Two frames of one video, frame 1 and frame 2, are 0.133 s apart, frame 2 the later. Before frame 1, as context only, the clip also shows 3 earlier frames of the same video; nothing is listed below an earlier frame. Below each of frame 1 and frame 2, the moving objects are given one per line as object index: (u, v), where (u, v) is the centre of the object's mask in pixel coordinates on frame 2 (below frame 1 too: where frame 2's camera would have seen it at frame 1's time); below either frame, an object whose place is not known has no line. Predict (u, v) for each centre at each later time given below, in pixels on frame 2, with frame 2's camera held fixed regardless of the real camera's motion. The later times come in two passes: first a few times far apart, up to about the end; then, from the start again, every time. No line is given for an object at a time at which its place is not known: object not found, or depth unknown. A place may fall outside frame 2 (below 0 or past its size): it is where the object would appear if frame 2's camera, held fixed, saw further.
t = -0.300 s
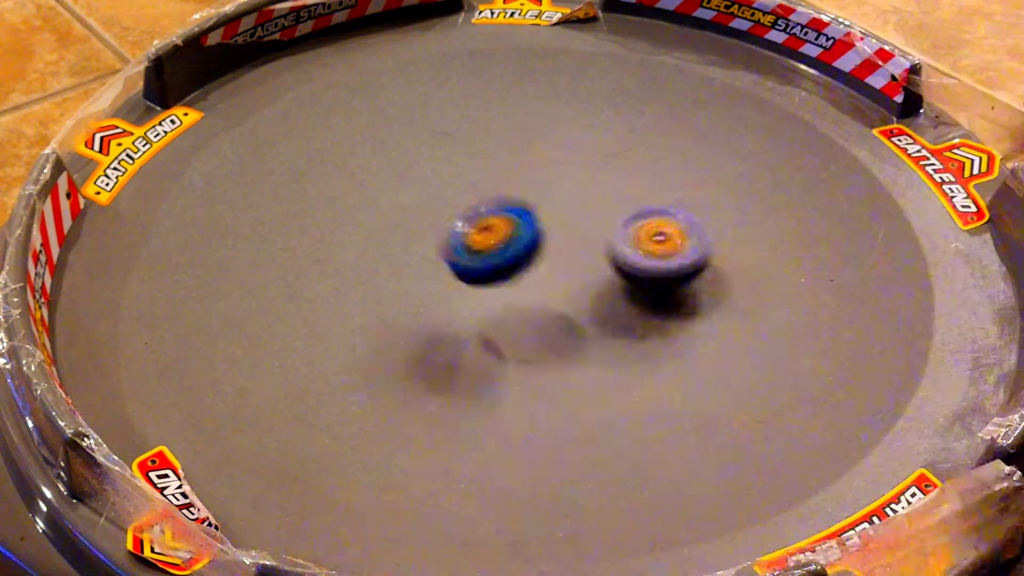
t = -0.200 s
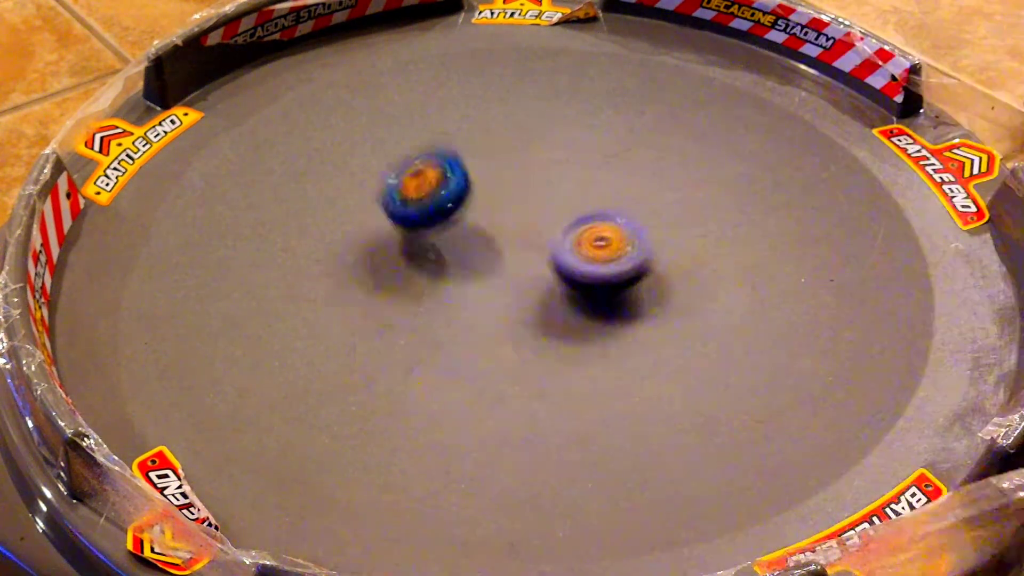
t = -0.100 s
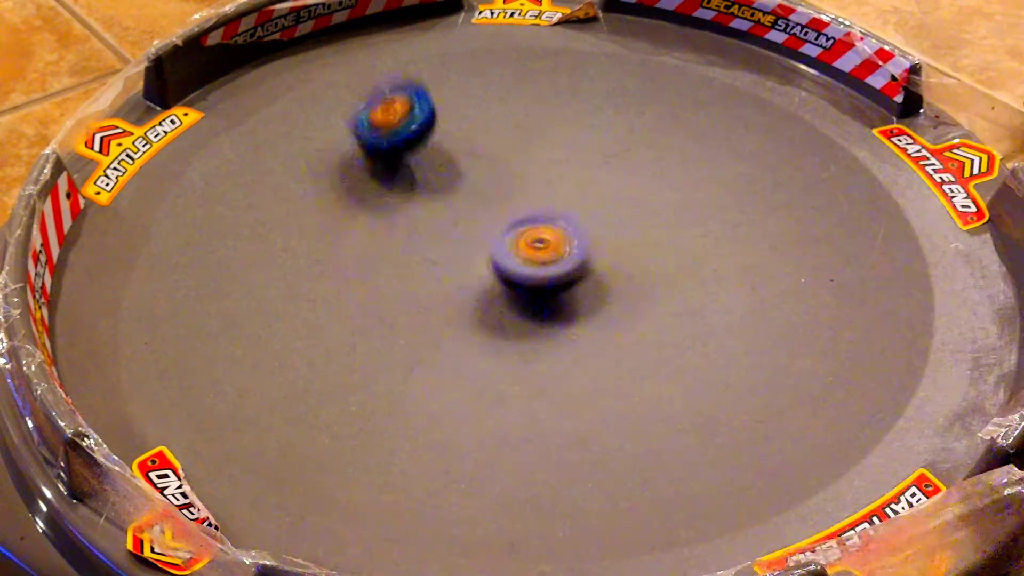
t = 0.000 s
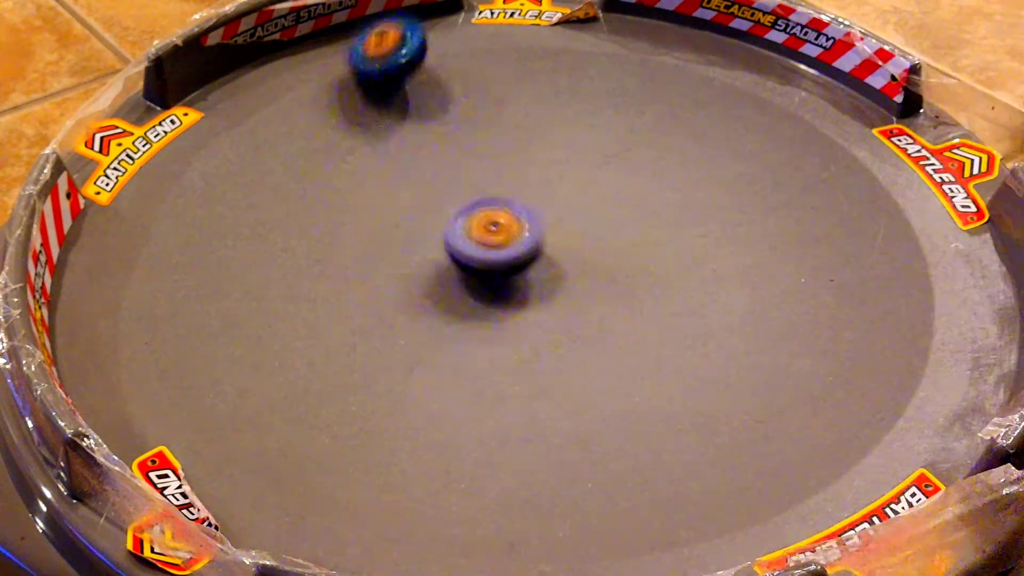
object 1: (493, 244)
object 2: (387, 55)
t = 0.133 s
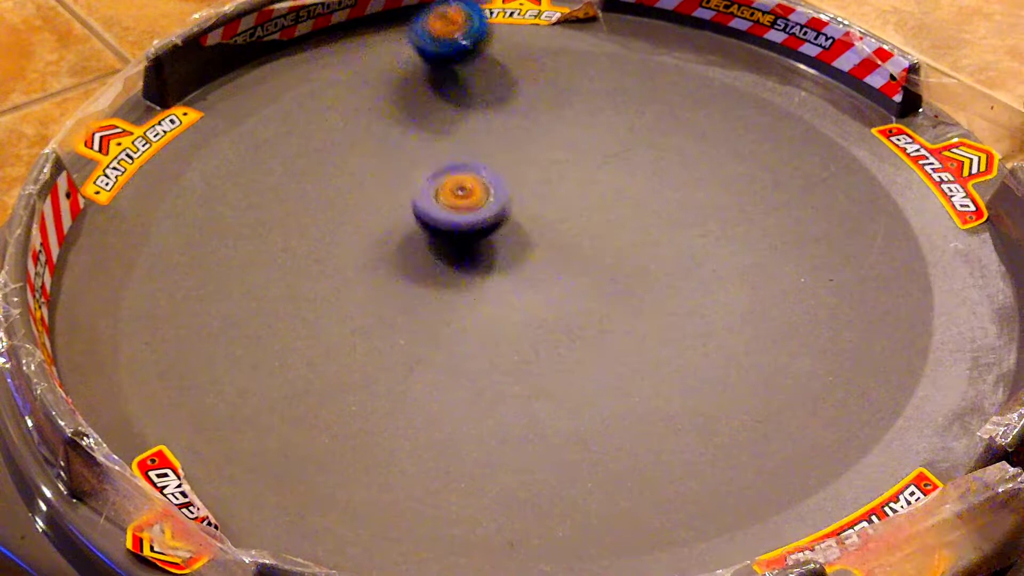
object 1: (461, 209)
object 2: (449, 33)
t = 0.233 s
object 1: (439, 184)
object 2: (537, 95)
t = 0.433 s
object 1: (431, 140)
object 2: (692, 193)
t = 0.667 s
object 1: (496, 131)
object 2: (722, 262)
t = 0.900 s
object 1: (532, 187)
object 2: (582, 263)
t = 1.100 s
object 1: (488, 184)
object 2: (508, 340)
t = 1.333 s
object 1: (444, 165)
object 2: (411, 344)
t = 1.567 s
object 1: (446, 165)
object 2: (365, 328)
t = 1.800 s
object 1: (452, 200)
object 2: (365, 314)
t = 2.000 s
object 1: (459, 237)
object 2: (384, 308)
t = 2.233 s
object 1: (479, 261)
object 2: (404, 317)
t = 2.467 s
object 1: (507, 279)
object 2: (435, 329)
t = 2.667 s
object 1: (518, 280)
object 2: (462, 352)
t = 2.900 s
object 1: (556, 283)
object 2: (500, 363)
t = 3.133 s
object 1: (549, 282)
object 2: (543, 362)
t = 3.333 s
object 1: (561, 261)
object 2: (578, 348)
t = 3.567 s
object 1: (596, 253)
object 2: (609, 325)
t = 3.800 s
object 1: (602, 233)
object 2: (678, 329)
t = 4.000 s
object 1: (601, 211)
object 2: (706, 297)
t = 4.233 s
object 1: (589, 194)
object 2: (687, 287)
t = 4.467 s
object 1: (568, 187)
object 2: (687, 239)
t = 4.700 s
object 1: (509, 187)
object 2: (658, 208)
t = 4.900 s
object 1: (426, 177)
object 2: (698, 212)
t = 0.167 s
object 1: (453, 199)
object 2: (479, 57)
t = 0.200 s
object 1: (448, 186)
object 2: (507, 69)
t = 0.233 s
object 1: (439, 184)
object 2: (537, 95)
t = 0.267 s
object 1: (433, 172)
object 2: (567, 111)
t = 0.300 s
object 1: (428, 164)
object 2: (596, 129)
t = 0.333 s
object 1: (425, 162)
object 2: (623, 146)
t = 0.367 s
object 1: (425, 155)
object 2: (649, 162)
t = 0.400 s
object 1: (427, 141)
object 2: (672, 179)
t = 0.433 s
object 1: (431, 140)
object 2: (692, 193)
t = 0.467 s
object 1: (436, 135)
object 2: (710, 206)
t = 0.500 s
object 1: (444, 130)
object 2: (723, 217)
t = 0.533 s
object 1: (453, 127)
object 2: (731, 230)
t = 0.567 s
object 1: (463, 126)
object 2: (736, 241)
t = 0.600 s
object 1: (474, 126)
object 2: (736, 251)
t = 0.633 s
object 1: (485, 124)
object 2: (731, 257)
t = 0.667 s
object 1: (496, 131)
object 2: (722, 262)
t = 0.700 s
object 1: (506, 137)
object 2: (708, 265)
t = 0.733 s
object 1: (514, 143)
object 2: (690, 267)
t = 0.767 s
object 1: (521, 152)
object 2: (669, 267)
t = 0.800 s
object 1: (527, 160)
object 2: (647, 266)
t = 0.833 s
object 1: (530, 169)
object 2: (626, 266)
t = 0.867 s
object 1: (532, 179)
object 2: (604, 265)
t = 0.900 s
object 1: (532, 187)
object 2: (582, 263)
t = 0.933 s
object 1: (532, 193)
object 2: (561, 264)
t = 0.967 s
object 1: (522, 192)
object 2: (556, 284)
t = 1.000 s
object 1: (512, 188)
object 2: (549, 303)
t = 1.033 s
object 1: (505, 185)
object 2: (537, 316)
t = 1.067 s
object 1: (495, 183)
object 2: (523, 331)
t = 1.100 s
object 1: (488, 184)
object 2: (508, 340)
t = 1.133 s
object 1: (480, 179)
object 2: (494, 346)
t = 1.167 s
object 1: (474, 176)
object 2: (480, 348)
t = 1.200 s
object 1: (465, 174)
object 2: (466, 348)
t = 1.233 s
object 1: (458, 171)
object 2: (452, 348)
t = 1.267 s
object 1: (453, 169)
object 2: (437, 347)
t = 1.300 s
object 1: (447, 168)
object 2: (423, 345)
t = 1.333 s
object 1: (444, 165)
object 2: (411, 344)
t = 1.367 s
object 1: (441, 162)
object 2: (401, 341)
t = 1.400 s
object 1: (440, 161)
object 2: (392, 340)
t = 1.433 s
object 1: (440, 161)
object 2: (385, 337)
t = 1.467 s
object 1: (441, 161)
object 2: (378, 335)
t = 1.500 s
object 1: (442, 161)
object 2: (373, 332)
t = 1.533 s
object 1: (444, 163)
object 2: (368, 329)
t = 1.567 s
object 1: (446, 165)
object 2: (365, 328)
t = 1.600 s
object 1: (448, 168)
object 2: (362, 326)
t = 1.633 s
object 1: (448, 172)
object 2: (361, 324)
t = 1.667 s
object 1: (450, 179)
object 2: (360, 321)
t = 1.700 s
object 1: (449, 181)
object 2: (360, 320)
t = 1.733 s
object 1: (451, 187)
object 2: (361, 318)
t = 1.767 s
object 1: (451, 196)
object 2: (363, 316)
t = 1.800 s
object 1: (452, 200)
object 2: (365, 314)
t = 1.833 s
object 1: (452, 209)
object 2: (368, 314)
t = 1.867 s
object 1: (453, 215)
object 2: (371, 312)
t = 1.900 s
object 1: (455, 222)
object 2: (375, 312)
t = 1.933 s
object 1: (456, 227)
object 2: (378, 311)
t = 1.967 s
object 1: (458, 232)
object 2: (381, 310)
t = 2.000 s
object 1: (459, 237)
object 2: (384, 308)
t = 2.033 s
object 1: (461, 243)
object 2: (389, 306)
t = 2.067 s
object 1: (464, 245)
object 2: (392, 303)
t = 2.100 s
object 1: (465, 249)
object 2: (396, 306)
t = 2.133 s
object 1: (468, 253)
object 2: (399, 306)
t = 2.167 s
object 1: (471, 256)
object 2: (401, 307)
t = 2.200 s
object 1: (475, 259)
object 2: (401, 311)
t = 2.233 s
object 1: (479, 261)
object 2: (404, 317)
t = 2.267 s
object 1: (484, 263)
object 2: (407, 318)
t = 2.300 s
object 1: (489, 265)
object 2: (411, 321)
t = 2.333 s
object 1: (495, 267)
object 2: (416, 324)
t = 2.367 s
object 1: (499, 270)
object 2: (420, 324)
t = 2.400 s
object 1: (503, 274)
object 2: (425, 328)
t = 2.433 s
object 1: (505, 276)
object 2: (430, 328)
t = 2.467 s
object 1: (507, 279)
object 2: (435, 329)
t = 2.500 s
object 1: (507, 280)
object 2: (439, 333)
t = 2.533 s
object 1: (508, 280)
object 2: (443, 337)
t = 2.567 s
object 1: (510, 280)
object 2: (448, 342)
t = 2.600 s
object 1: (512, 280)
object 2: (452, 345)
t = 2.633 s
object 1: (514, 279)
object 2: (457, 348)
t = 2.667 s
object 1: (518, 280)
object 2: (462, 352)
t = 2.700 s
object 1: (522, 280)
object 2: (467, 354)
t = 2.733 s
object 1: (528, 280)
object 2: (472, 355)
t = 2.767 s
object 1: (534, 279)
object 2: (477, 357)
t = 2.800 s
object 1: (540, 279)
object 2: (483, 358)
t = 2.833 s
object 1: (546, 280)
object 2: (489, 360)
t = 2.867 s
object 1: (551, 281)
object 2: (495, 364)
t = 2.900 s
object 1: (556, 283)
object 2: (500, 363)
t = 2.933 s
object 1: (558, 285)
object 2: (507, 363)
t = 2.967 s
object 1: (558, 285)
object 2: (512, 363)
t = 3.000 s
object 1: (558, 286)
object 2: (518, 363)
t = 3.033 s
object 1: (557, 287)
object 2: (524, 364)
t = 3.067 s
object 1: (555, 286)
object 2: (531, 364)
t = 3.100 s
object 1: (551, 284)
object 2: (537, 364)
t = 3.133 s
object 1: (549, 282)
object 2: (543, 362)
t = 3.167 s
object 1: (547, 280)
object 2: (549, 361)
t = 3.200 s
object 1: (546, 276)
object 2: (555, 359)
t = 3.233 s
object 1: (547, 273)
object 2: (561, 356)
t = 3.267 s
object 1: (550, 269)
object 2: (566, 354)
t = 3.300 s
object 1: (556, 264)
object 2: (573, 351)
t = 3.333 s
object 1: (561, 261)
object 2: (578, 348)
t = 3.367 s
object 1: (568, 257)
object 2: (583, 345)
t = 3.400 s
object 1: (574, 256)
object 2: (588, 342)
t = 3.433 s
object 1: (580, 255)
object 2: (593, 339)
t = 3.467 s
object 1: (586, 254)
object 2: (597, 335)
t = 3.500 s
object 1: (590, 254)
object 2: (602, 331)
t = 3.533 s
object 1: (594, 254)
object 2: (606, 327)
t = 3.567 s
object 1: (596, 253)
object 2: (609, 325)
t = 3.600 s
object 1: (596, 251)
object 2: (615, 327)
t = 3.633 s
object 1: (597, 249)
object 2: (619, 329)
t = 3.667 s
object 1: (597, 246)
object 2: (627, 332)
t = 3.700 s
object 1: (599, 243)
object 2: (637, 335)
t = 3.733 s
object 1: (599, 241)
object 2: (651, 334)
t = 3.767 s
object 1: (601, 236)
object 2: (664, 331)
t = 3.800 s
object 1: (602, 233)
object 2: (678, 329)
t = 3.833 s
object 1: (603, 229)
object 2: (690, 324)
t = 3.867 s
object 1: (603, 226)
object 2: (700, 319)
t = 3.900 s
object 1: (604, 221)
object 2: (706, 315)
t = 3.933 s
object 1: (603, 218)
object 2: (709, 308)
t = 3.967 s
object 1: (603, 215)
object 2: (709, 302)
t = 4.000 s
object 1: (601, 211)
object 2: (706, 297)
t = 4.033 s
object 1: (600, 209)
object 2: (702, 293)
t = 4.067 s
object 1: (599, 205)
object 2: (698, 290)
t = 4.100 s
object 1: (597, 202)
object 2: (693, 289)
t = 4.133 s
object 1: (596, 200)
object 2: (689, 288)
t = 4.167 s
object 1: (594, 197)
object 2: (686, 288)
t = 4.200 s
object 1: (591, 195)
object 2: (686, 287)
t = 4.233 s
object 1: (589, 194)
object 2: (687, 287)
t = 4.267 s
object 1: (587, 192)
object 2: (690, 283)
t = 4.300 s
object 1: (584, 190)
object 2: (693, 279)
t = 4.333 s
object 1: (582, 188)
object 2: (695, 274)
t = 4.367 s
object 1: (578, 187)
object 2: (696, 266)
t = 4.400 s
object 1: (575, 186)
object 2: (695, 255)
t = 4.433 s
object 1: (572, 186)
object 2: (692, 247)
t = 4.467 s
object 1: (568, 187)
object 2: (687, 239)
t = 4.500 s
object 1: (563, 188)
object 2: (681, 229)
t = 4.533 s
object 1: (560, 186)
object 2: (673, 222)
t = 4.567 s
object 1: (556, 188)
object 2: (663, 217)
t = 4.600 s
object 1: (550, 189)
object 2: (653, 212)
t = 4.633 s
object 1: (546, 189)
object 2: (643, 209)
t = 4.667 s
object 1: (530, 188)
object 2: (646, 208)
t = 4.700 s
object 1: (509, 187)
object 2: (658, 208)
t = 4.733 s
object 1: (493, 189)
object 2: (667, 209)
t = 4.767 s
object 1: (479, 184)
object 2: (674, 210)
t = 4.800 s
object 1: (465, 182)
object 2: (681, 210)
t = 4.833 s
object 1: (452, 179)
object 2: (687, 211)
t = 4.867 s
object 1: (439, 179)
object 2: (693, 211)
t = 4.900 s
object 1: (426, 177)
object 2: (698, 212)
